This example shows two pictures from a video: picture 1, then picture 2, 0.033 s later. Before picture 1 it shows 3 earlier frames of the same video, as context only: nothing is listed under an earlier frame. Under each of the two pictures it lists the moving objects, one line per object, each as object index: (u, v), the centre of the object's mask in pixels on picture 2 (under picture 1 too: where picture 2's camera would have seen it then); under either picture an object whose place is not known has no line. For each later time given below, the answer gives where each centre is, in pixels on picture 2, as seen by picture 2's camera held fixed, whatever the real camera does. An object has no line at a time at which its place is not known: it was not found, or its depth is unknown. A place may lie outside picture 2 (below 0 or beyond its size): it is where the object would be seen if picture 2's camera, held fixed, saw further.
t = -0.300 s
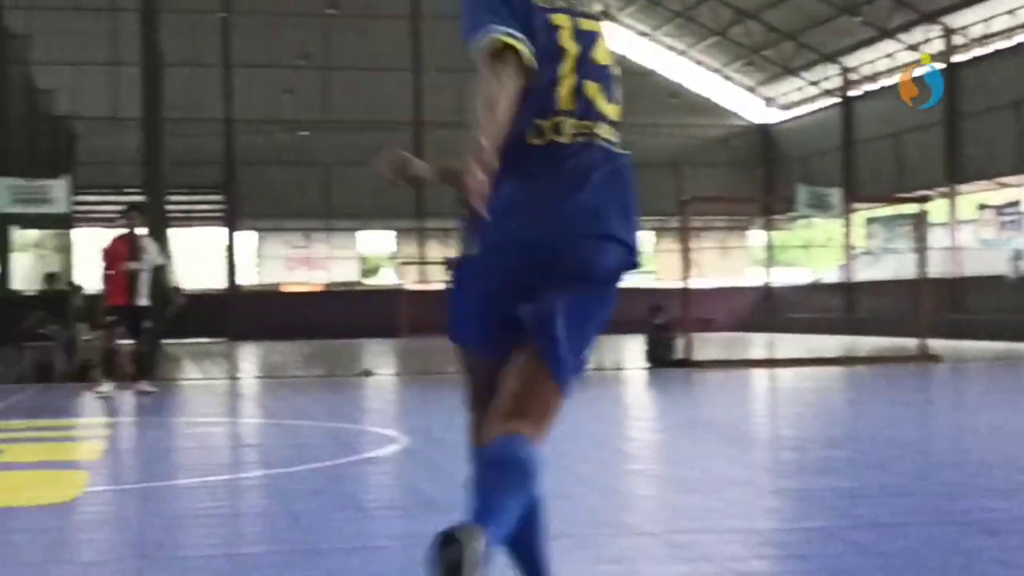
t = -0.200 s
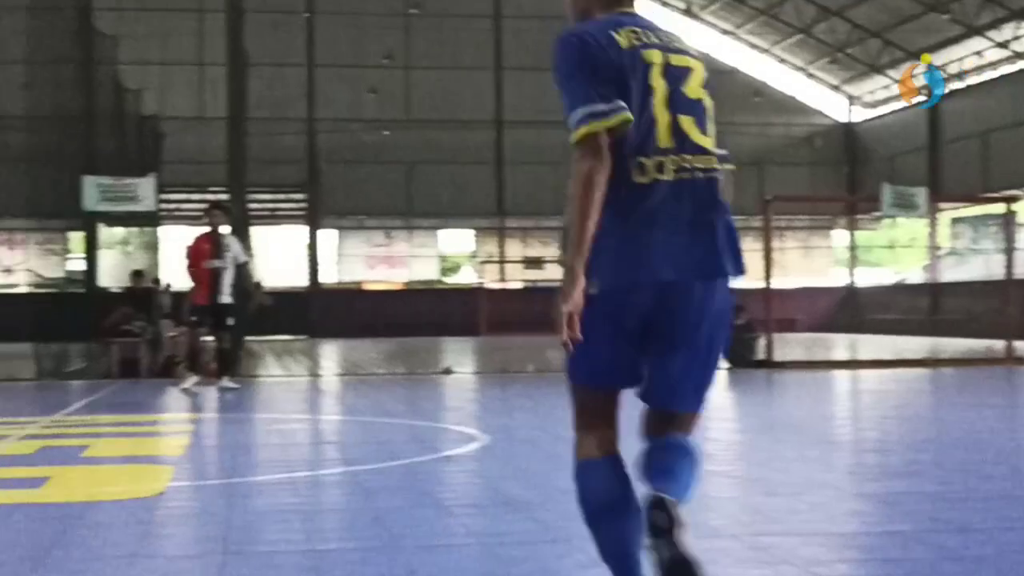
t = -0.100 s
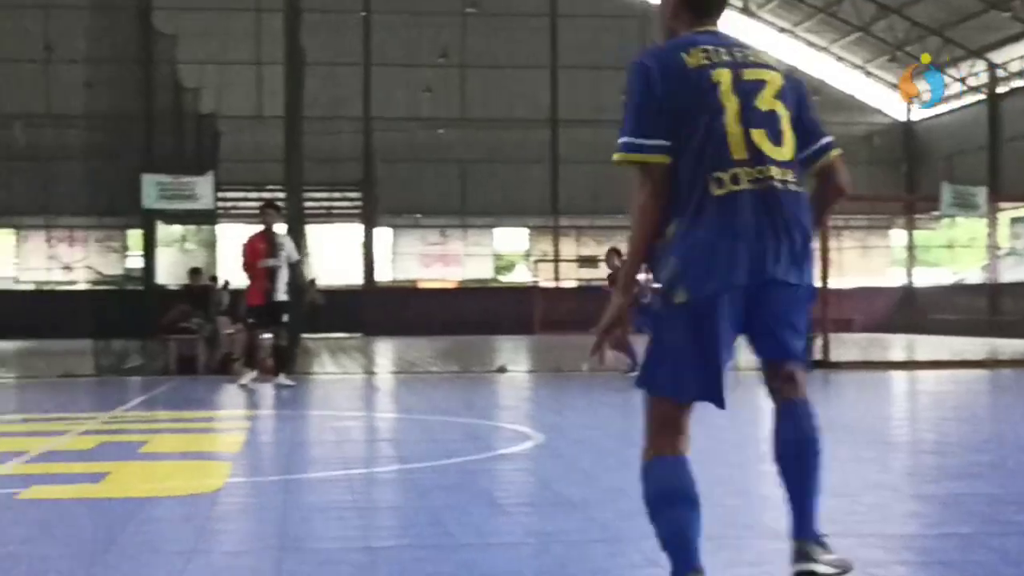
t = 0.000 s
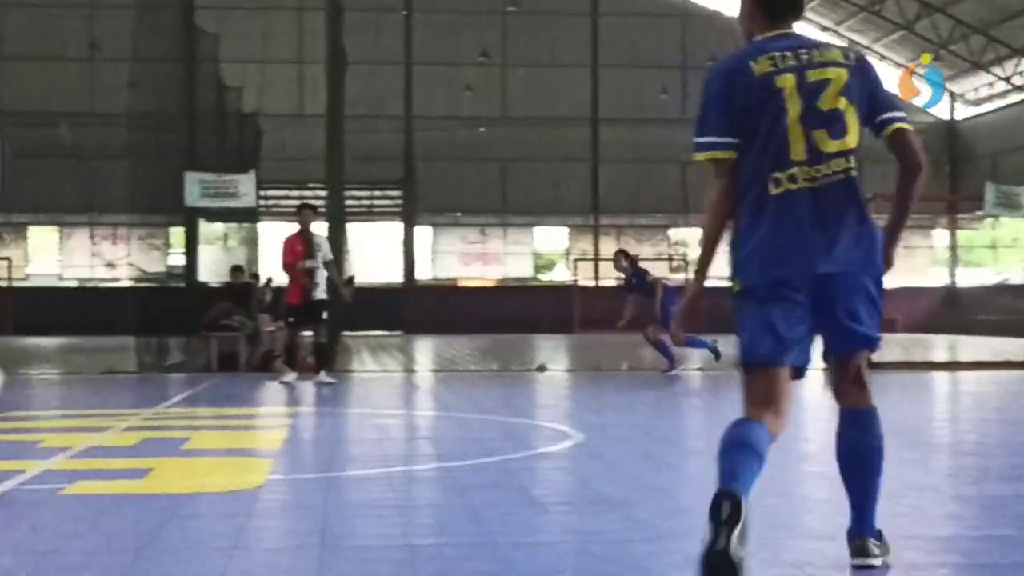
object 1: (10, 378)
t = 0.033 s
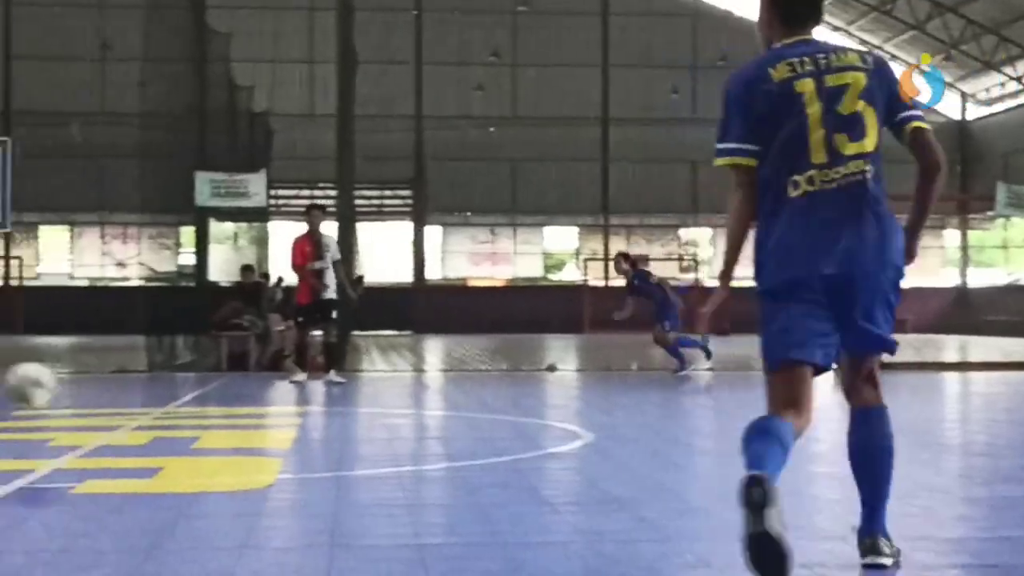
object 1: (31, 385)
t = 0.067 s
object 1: (77, 390)
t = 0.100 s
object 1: (124, 400)
